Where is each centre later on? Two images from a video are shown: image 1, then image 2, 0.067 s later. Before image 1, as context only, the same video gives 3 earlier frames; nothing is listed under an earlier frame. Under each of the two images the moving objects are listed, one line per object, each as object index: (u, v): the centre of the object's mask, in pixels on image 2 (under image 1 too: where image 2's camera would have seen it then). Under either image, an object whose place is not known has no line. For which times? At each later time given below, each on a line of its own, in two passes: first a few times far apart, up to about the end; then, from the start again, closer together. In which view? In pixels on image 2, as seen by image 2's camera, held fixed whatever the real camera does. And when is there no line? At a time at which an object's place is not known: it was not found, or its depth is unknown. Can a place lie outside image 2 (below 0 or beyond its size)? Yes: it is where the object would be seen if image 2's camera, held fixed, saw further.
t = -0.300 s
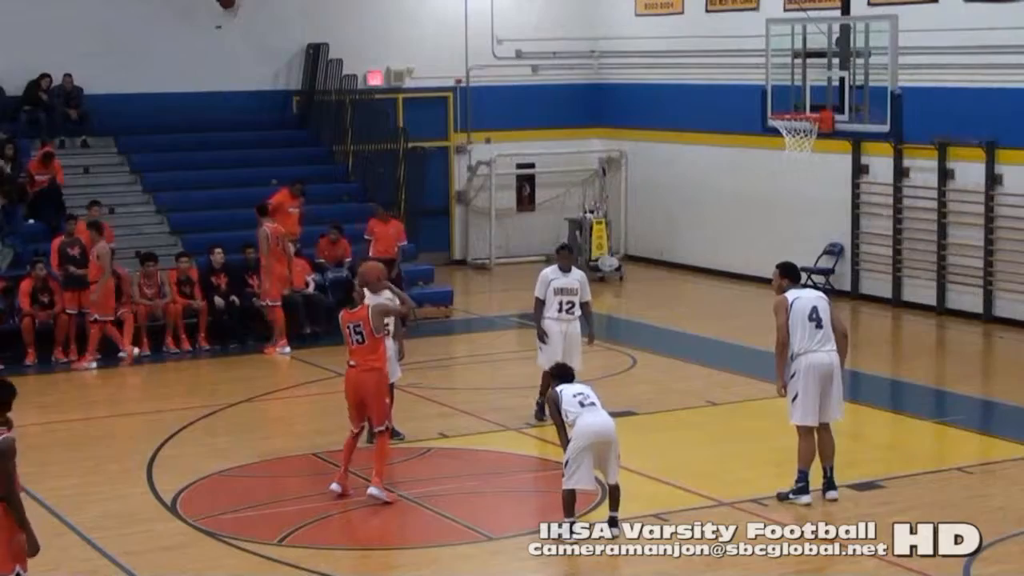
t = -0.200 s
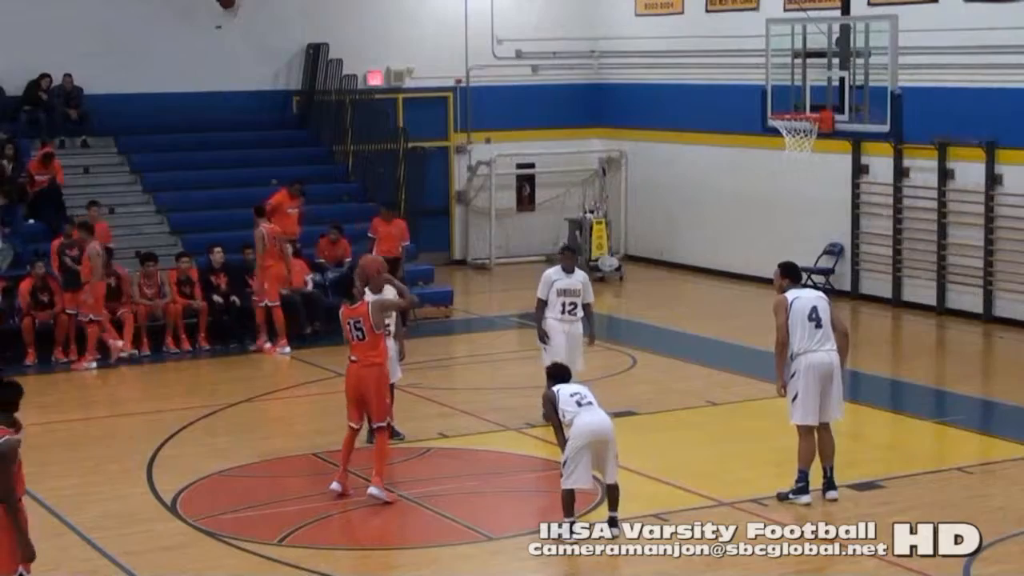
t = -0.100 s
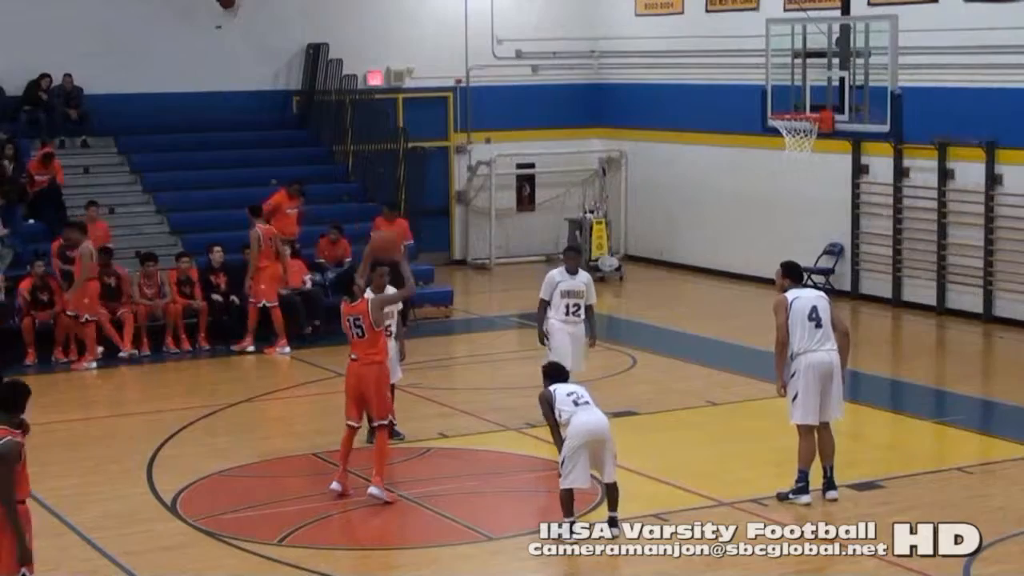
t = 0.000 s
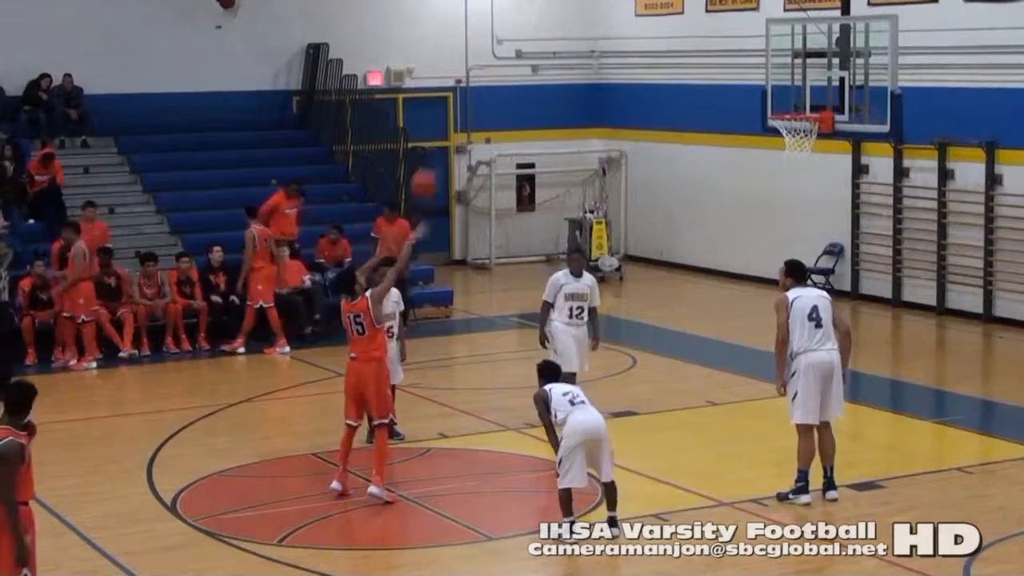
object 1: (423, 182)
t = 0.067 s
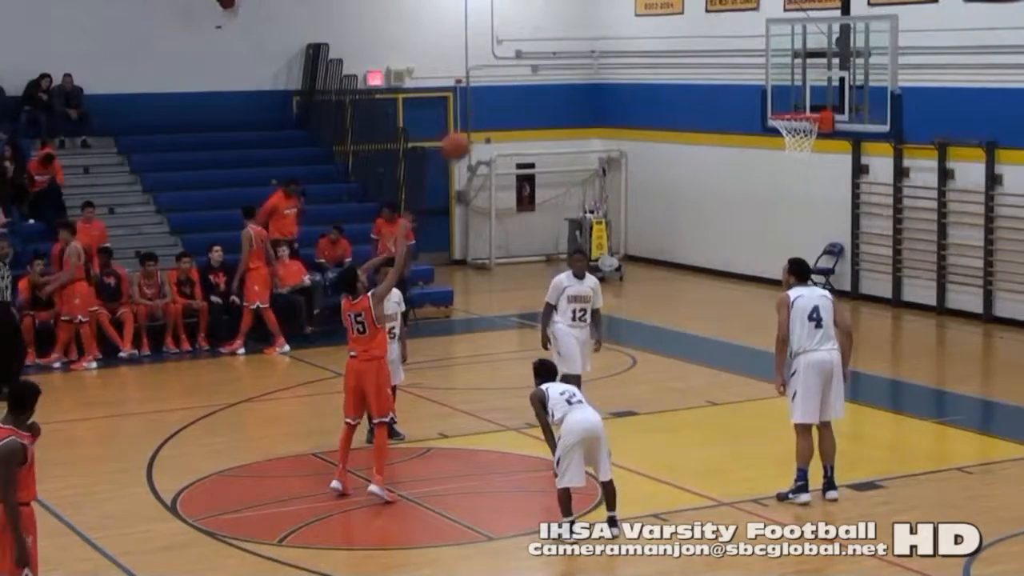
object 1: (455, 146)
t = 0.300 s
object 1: (562, 58)
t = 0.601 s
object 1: (691, 37)
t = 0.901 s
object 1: (807, 112)
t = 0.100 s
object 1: (472, 128)
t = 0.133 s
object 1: (486, 114)
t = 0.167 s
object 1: (500, 97)
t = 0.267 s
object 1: (547, 67)
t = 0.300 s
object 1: (562, 58)
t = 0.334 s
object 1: (576, 51)
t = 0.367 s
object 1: (590, 45)
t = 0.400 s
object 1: (605, 40)
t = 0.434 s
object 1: (620, 37)
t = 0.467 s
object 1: (634, 35)
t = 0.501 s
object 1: (648, 34)
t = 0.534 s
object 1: (663, 33)
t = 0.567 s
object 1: (676, 35)
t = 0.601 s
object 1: (691, 37)
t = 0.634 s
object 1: (704, 41)
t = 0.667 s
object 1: (717, 46)
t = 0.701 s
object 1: (730, 52)
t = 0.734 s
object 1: (743, 60)
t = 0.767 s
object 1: (756, 68)
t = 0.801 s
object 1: (770, 77)
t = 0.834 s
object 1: (784, 86)
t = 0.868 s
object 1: (797, 95)
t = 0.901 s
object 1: (807, 112)
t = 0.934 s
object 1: (798, 112)
